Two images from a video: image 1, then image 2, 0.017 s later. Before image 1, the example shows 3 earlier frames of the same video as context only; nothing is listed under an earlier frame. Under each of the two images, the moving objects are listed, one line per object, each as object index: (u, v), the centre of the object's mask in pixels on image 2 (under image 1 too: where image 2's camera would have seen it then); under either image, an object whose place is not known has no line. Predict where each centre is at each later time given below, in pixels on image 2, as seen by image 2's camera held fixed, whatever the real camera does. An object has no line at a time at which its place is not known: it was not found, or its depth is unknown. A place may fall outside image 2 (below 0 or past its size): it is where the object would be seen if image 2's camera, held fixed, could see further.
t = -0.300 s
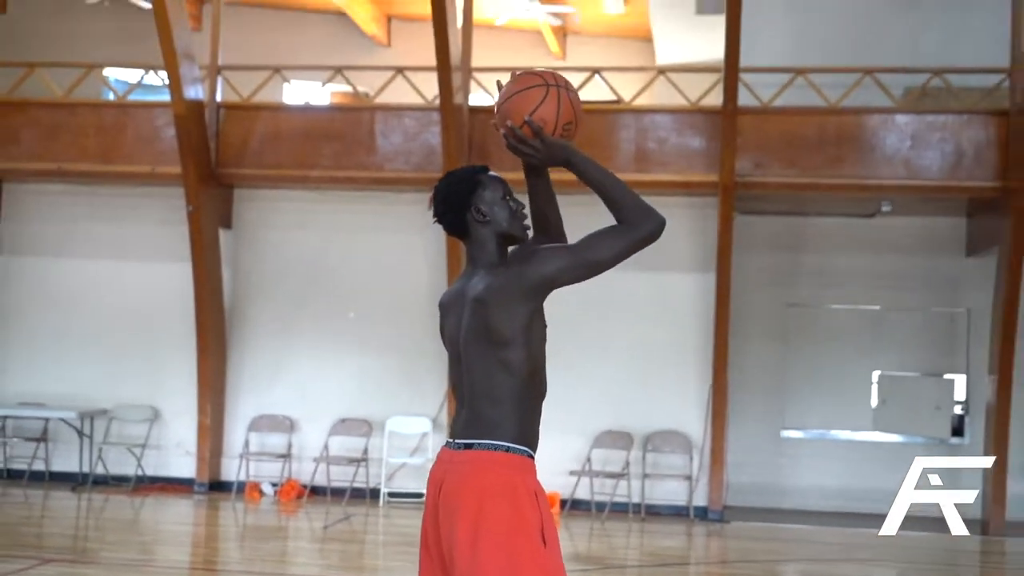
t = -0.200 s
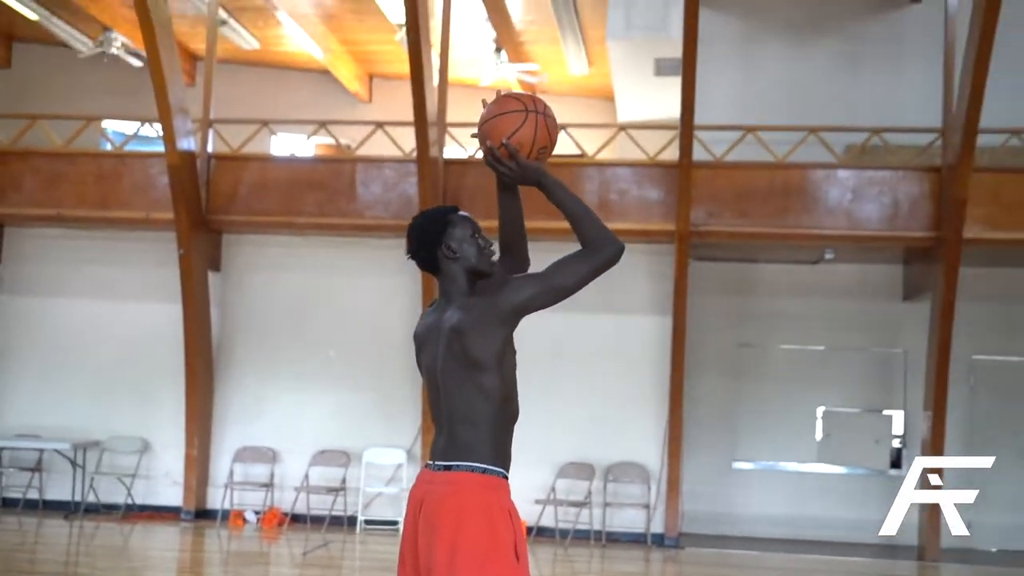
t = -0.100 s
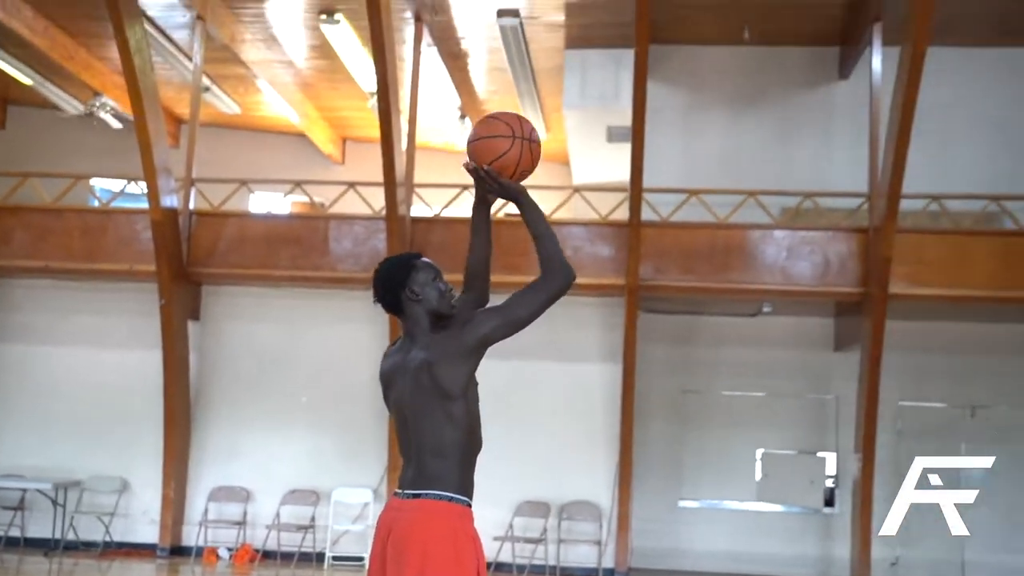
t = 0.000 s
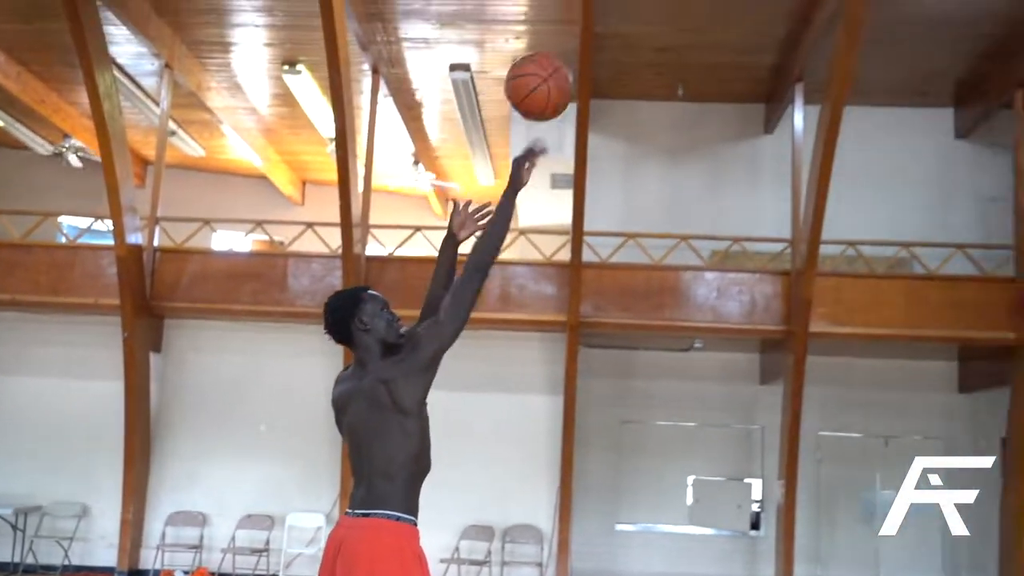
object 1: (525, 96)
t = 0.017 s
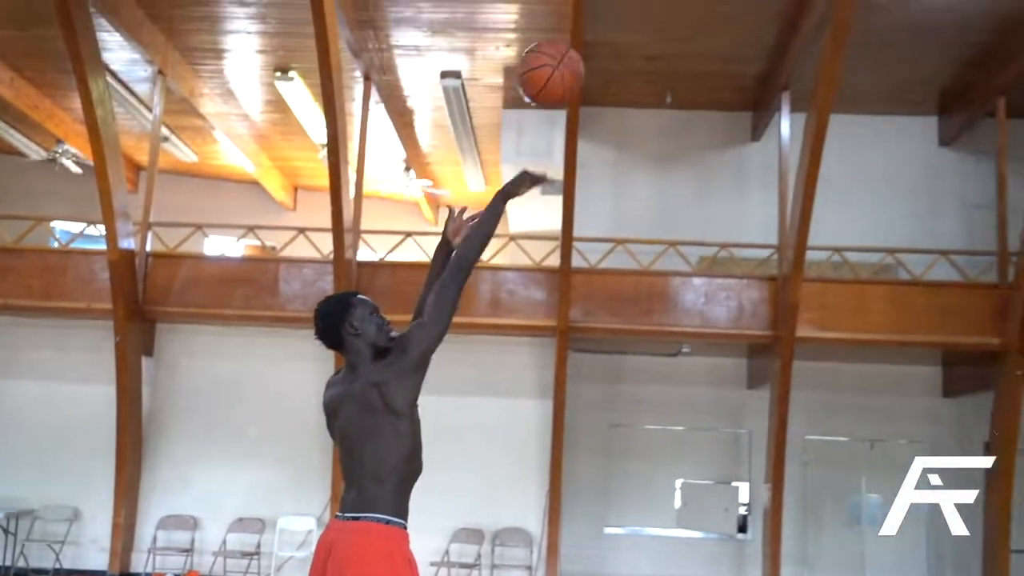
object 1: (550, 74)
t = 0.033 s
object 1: (573, 53)
